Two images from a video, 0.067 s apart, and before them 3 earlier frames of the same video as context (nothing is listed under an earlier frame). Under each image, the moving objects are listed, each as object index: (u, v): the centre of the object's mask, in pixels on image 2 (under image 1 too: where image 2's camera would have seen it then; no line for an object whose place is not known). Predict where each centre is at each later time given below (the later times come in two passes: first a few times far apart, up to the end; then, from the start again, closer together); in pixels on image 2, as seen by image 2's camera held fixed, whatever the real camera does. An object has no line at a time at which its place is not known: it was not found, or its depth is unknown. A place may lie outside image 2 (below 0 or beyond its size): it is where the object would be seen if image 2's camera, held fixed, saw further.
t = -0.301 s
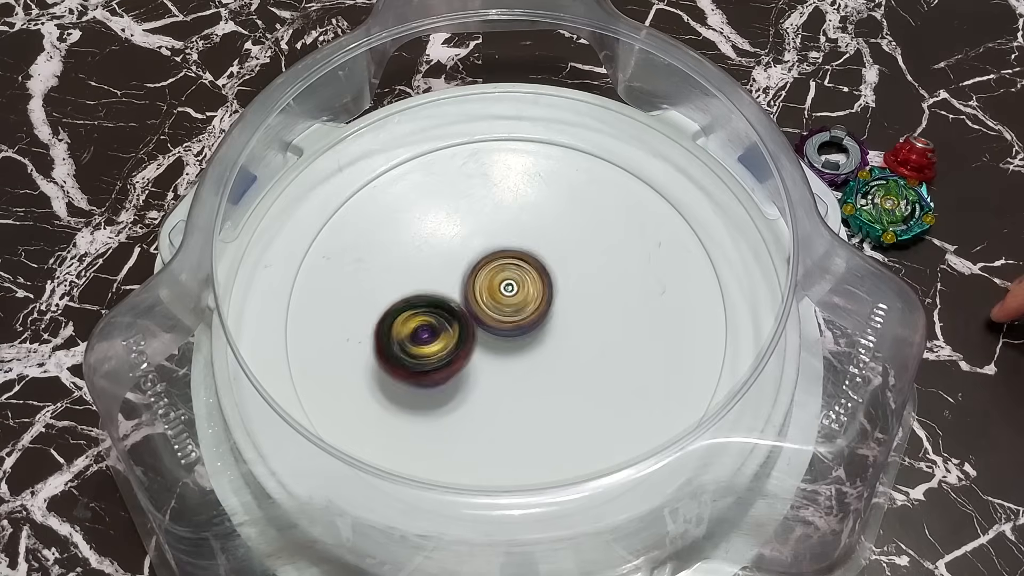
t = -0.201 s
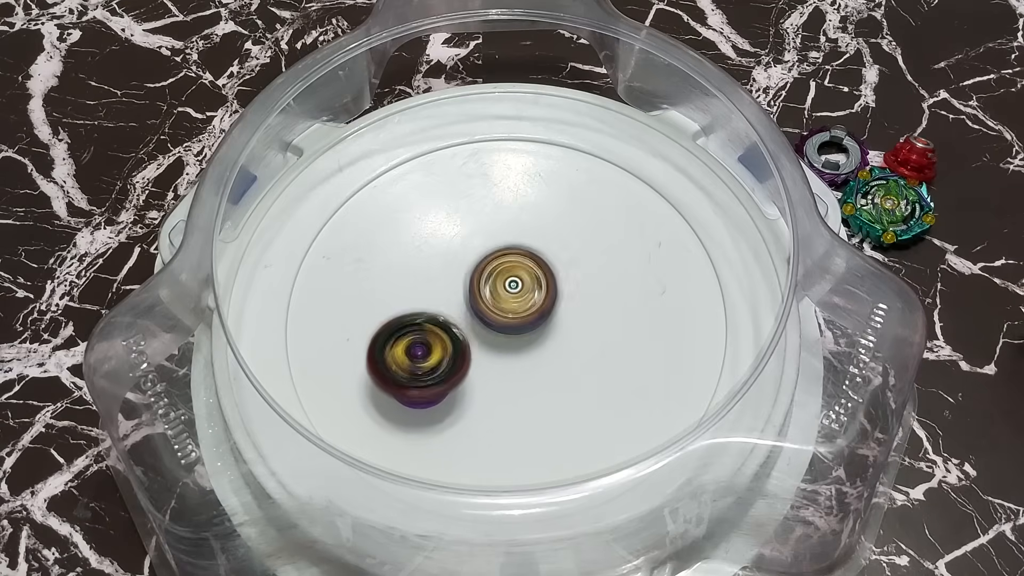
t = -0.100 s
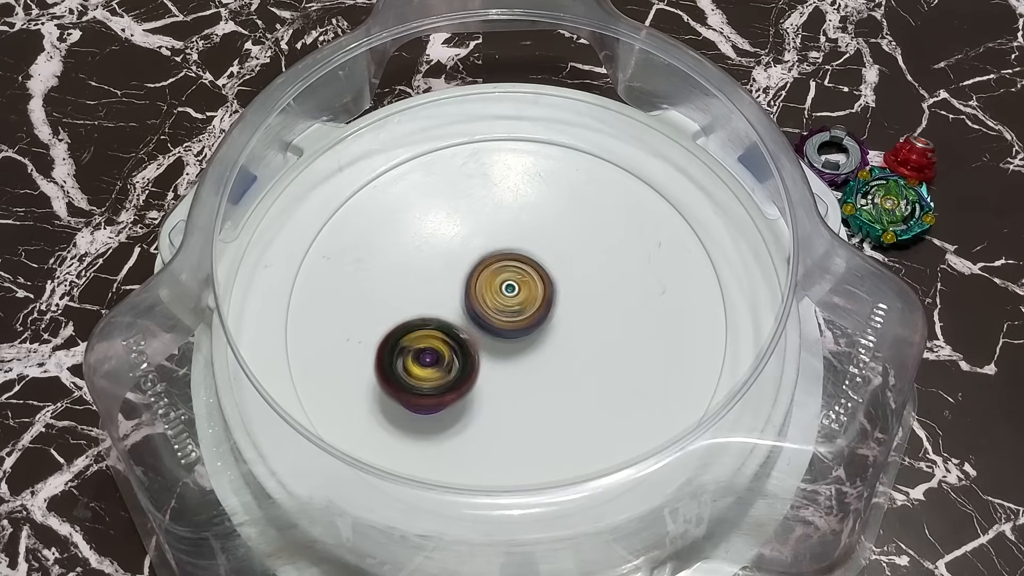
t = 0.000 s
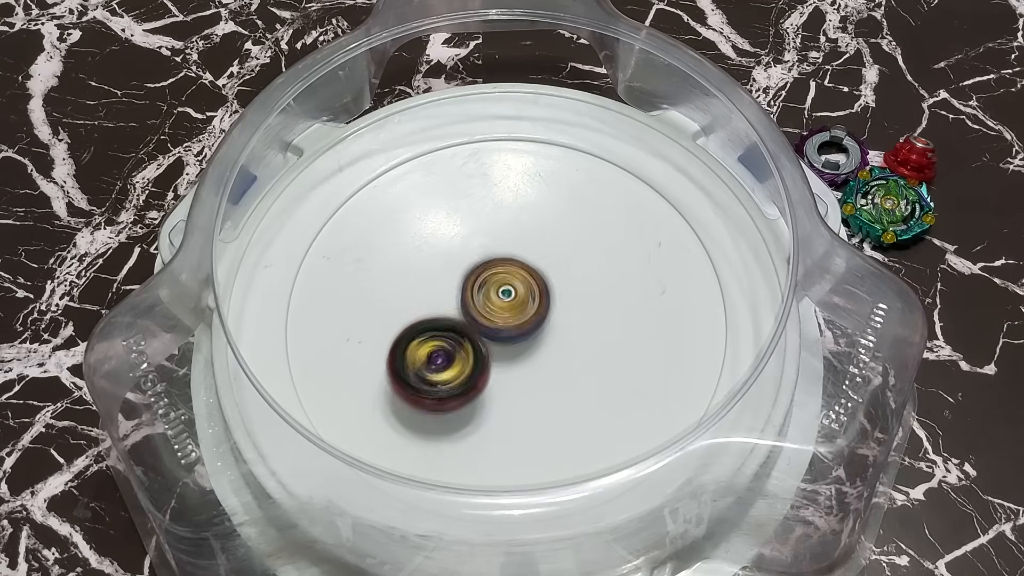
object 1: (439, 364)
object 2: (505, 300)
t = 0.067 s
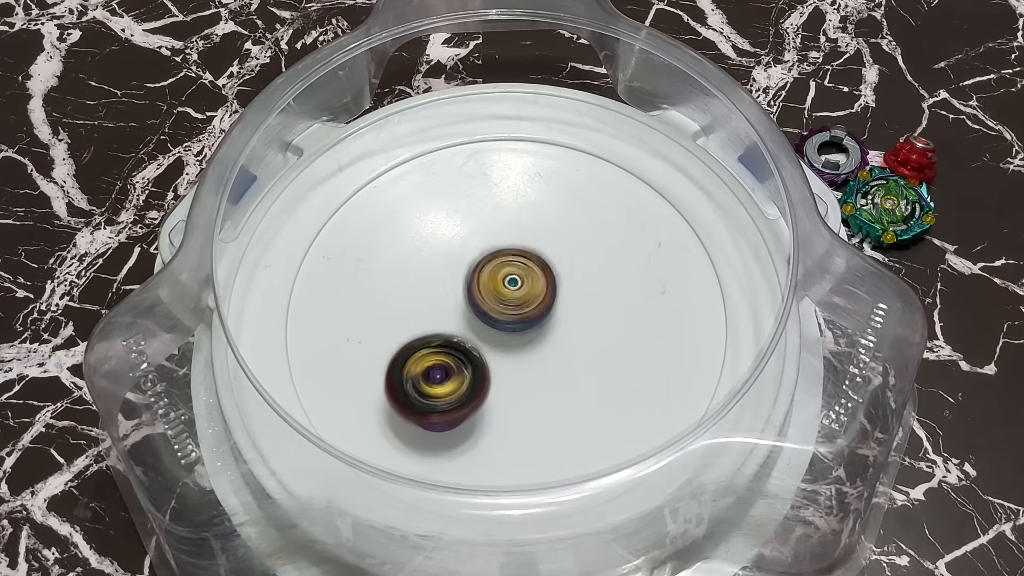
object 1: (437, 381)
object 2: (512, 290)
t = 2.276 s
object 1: (559, 343)
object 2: (488, 285)
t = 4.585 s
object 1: (583, 287)
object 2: (482, 299)
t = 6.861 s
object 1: (566, 280)
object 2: (472, 310)
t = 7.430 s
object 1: (566, 279)
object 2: (471, 315)
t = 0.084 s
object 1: (440, 383)
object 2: (512, 289)
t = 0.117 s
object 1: (444, 387)
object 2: (514, 288)
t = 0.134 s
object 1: (448, 388)
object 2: (515, 289)
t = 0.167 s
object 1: (454, 388)
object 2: (516, 289)
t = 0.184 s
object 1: (457, 388)
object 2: (518, 290)
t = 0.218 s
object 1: (464, 386)
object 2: (518, 292)
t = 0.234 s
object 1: (467, 386)
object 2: (519, 293)
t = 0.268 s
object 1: (476, 381)
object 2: (519, 295)
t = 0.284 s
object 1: (479, 379)
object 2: (519, 297)
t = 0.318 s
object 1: (486, 374)
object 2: (520, 296)
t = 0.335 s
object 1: (483, 378)
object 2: (521, 296)
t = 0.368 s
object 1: (485, 387)
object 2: (523, 292)
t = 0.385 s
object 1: (488, 388)
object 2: (524, 290)
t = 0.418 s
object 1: (491, 392)
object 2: (525, 290)
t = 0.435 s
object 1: (494, 393)
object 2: (525, 290)
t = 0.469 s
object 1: (497, 394)
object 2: (525, 291)
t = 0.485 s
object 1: (499, 394)
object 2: (526, 291)
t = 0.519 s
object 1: (502, 392)
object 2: (526, 292)
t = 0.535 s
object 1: (504, 391)
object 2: (527, 293)
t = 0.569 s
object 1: (507, 388)
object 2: (527, 293)
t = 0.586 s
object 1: (508, 387)
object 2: (527, 294)
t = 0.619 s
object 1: (511, 383)
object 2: (528, 294)
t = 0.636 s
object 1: (511, 380)
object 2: (528, 294)
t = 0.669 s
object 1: (513, 378)
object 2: (528, 291)
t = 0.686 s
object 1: (514, 382)
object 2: (528, 288)
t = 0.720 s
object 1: (516, 386)
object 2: (526, 283)
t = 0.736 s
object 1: (517, 388)
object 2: (527, 281)
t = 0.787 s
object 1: (518, 387)
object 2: (525, 278)
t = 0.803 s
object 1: (519, 386)
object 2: (524, 278)
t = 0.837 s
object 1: (521, 384)
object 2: (523, 278)
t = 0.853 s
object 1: (521, 383)
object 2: (522, 278)
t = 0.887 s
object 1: (523, 380)
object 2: (520, 279)
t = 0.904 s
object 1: (523, 378)
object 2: (520, 279)
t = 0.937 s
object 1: (523, 373)
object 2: (518, 281)
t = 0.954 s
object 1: (523, 370)
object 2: (517, 281)
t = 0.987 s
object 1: (524, 363)
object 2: (515, 280)
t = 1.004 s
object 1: (524, 363)
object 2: (513, 279)
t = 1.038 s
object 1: (528, 362)
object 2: (510, 278)
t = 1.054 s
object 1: (528, 361)
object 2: (509, 277)
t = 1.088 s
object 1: (530, 358)
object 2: (506, 276)
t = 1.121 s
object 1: (531, 354)
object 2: (504, 276)
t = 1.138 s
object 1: (531, 352)
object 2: (503, 277)
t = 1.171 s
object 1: (533, 353)
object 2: (500, 276)
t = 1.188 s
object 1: (536, 354)
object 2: (498, 275)
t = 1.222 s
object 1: (539, 355)
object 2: (497, 275)
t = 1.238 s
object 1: (541, 355)
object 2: (495, 276)
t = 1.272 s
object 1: (543, 356)
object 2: (494, 277)
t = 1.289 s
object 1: (544, 356)
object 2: (493, 279)
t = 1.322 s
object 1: (545, 356)
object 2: (492, 281)
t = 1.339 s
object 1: (545, 356)
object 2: (491, 283)
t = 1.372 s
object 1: (546, 355)
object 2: (491, 284)
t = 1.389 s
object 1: (545, 354)
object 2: (492, 285)
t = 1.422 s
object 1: (545, 355)
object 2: (491, 287)
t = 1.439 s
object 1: (546, 356)
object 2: (492, 287)
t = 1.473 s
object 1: (548, 357)
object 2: (491, 287)
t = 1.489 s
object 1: (549, 357)
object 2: (491, 287)
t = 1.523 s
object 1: (548, 357)
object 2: (490, 289)
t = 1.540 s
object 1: (549, 357)
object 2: (489, 290)
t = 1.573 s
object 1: (550, 360)
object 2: (488, 292)
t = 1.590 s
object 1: (551, 360)
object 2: (487, 292)
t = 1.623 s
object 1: (553, 362)
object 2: (487, 293)
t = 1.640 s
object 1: (555, 362)
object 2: (486, 294)
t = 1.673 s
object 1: (555, 362)
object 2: (488, 296)
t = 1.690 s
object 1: (556, 362)
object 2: (488, 297)
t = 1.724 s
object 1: (556, 361)
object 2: (490, 298)
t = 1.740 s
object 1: (557, 361)
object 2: (490, 299)
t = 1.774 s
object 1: (558, 362)
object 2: (490, 298)
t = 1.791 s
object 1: (559, 364)
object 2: (489, 297)
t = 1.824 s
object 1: (563, 366)
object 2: (487, 295)
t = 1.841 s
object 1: (564, 366)
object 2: (488, 295)
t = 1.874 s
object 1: (567, 367)
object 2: (489, 295)
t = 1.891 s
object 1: (568, 367)
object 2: (490, 295)
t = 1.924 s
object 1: (568, 366)
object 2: (490, 295)
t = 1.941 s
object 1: (568, 365)
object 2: (492, 295)
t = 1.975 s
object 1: (567, 363)
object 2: (492, 295)
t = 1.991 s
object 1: (566, 361)
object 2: (494, 295)
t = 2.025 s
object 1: (563, 358)
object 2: (494, 295)
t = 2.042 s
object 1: (561, 356)
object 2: (495, 294)
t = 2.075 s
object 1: (562, 357)
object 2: (491, 291)
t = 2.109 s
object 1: (564, 358)
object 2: (487, 288)
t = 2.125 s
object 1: (564, 357)
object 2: (487, 286)
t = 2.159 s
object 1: (564, 355)
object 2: (485, 285)
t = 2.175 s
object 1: (564, 353)
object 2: (486, 285)
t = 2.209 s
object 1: (563, 351)
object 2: (485, 285)
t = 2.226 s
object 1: (563, 349)
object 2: (486, 285)
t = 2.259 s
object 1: (559, 345)
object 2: (486, 286)
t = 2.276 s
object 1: (559, 343)
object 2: (488, 285)
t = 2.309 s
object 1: (557, 342)
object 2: (486, 285)
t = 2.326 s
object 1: (558, 341)
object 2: (486, 284)
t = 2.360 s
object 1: (558, 339)
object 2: (485, 283)
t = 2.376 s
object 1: (559, 338)
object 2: (485, 282)
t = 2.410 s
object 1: (558, 337)
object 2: (484, 283)
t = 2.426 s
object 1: (559, 337)
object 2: (484, 282)
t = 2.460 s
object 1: (558, 337)
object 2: (483, 282)
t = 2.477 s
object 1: (559, 336)
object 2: (483, 282)
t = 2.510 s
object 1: (559, 335)
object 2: (484, 283)
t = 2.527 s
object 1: (559, 334)
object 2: (483, 282)
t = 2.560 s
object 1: (557, 334)
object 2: (483, 283)
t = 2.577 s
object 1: (560, 335)
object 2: (483, 282)
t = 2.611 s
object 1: (562, 337)
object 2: (481, 282)
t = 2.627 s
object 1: (564, 337)
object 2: (481, 281)
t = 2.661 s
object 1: (567, 339)
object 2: (480, 282)
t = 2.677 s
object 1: (567, 339)
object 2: (480, 282)
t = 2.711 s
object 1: (568, 339)
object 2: (481, 284)
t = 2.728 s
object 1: (569, 339)
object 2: (481, 284)
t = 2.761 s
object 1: (569, 339)
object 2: (482, 285)
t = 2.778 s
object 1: (568, 338)
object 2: (482, 286)
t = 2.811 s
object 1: (567, 337)
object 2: (483, 287)
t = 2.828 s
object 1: (565, 336)
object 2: (484, 287)
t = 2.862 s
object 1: (567, 336)
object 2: (483, 289)
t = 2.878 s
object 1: (568, 335)
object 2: (481, 289)
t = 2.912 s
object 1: (570, 333)
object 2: (481, 290)
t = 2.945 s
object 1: (571, 331)
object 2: (482, 290)
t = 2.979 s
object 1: (569, 329)
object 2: (484, 292)
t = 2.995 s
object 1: (573, 329)
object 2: (483, 292)
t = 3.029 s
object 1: (579, 331)
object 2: (480, 290)
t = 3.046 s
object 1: (584, 331)
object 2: (479, 290)
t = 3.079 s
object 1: (588, 332)
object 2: (481, 291)
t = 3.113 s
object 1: (593, 332)
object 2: (480, 292)
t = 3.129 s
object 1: (594, 331)
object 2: (481, 292)
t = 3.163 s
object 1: (596, 331)
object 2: (482, 292)
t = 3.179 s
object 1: (595, 330)
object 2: (483, 292)
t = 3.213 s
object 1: (597, 328)
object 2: (484, 292)
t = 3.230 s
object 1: (596, 328)
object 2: (485, 292)
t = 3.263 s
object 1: (595, 326)
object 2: (486, 292)
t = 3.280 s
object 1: (593, 326)
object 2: (488, 293)
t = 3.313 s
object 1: (589, 323)
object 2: (489, 292)
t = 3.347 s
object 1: (584, 321)
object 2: (491, 293)
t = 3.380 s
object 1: (584, 320)
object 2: (488, 292)
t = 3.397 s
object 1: (582, 319)
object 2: (489, 292)
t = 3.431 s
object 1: (586, 318)
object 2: (486, 292)
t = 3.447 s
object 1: (588, 318)
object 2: (484, 291)
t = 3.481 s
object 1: (592, 315)
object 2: (479, 291)
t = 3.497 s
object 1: (592, 314)
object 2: (479, 292)
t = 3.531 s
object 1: (594, 311)
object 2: (479, 291)
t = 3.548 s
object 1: (593, 310)
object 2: (478, 292)
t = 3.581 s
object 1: (594, 308)
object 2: (480, 291)
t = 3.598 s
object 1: (593, 307)
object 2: (480, 291)
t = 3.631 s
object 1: (592, 304)
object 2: (481, 291)
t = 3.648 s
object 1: (590, 304)
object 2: (480, 291)
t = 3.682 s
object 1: (587, 301)
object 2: (480, 291)
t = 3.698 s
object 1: (584, 300)
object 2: (480, 291)
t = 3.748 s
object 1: (582, 297)
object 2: (478, 291)
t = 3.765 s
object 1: (580, 297)
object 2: (477, 292)
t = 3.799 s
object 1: (581, 294)
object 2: (477, 293)
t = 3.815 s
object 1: (580, 294)
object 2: (477, 293)
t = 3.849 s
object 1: (579, 292)
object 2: (478, 293)
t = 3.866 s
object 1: (578, 293)
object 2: (479, 293)
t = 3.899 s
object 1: (578, 292)
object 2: (478, 293)
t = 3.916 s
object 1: (577, 294)
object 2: (477, 293)
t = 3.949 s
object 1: (577, 292)
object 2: (475, 293)
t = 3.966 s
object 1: (580, 292)
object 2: (475, 294)
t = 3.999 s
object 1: (580, 293)
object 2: (476, 294)
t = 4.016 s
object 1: (580, 292)
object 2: (477, 294)
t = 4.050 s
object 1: (580, 293)
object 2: (478, 294)
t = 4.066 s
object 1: (579, 292)
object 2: (479, 294)
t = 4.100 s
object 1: (587, 294)
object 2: (474, 295)
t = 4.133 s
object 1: (593, 293)
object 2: (474, 296)
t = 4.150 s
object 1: (596, 293)
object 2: (475, 296)
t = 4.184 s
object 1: (598, 294)
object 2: (476, 297)
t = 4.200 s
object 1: (599, 294)
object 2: (476, 298)
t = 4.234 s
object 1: (600, 294)
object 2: (477, 297)
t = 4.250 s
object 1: (601, 294)
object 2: (477, 297)
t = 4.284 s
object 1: (599, 294)
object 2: (479, 297)
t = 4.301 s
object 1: (598, 294)
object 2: (479, 298)
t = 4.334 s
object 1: (595, 295)
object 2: (480, 298)
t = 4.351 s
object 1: (592, 295)
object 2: (480, 298)
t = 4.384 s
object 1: (587, 295)
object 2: (483, 298)
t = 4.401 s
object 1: (584, 295)
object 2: (483, 298)
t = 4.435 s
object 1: (587, 293)
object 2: (478, 299)
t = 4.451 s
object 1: (589, 292)
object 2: (477, 299)
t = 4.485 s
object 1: (589, 290)
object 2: (480, 299)
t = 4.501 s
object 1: (589, 290)
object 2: (480, 299)
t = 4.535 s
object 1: (586, 289)
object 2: (480, 300)
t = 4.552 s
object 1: (586, 288)
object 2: (481, 299)
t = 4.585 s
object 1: (583, 287)
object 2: (482, 299)
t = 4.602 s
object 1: (586, 286)
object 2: (481, 300)
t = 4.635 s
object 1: (585, 285)
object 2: (479, 300)
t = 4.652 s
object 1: (585, 283)
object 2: (481, 301)
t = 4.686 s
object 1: (585, 281)
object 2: (483, 300)
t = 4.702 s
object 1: (585, 281)
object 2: (482, 300)
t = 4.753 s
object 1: (584, 279)
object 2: (484, 300)
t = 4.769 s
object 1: (583, 279)
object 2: (484, 301)
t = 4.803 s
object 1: (586, 279)
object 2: (482, 300)
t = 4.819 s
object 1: (584, 279)
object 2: (482, 300)
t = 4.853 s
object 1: (584, 277)
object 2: (485, 301)
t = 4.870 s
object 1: (587, 275)
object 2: (482, 301)
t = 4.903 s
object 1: (593, 274)
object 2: (480, 301)
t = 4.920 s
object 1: (595, 274)
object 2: (480, 301)
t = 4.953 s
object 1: (595, 272)
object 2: (479, 302)
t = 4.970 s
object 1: (596, 271)
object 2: (479, 302)
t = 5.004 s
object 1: (597, 271)
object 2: (480, 301)
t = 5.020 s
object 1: (596, 271)
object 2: (480, 302)
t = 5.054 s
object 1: (595, 271)
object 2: (480, 302)
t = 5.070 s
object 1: (594, 272)
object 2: (480, 302)
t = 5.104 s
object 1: (591, 274)
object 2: (481, 302)
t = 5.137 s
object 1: (586, 276)
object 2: (482, 302)
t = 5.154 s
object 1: (583, 277)
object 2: (482, 302)
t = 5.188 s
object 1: (579, 278)
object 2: (483, 302)
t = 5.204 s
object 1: (578, 279)
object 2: (482, 303)
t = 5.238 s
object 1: (582, 278)
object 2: (478, 306)
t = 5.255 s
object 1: (583, 279)
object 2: (475, 307)
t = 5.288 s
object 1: (583, 277)
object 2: (474, 309)
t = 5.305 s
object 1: (584, 276)
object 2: (475, 309)
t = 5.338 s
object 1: (586, 274)
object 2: (474, 309)
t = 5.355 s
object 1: (587, 273)
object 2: (475, 309)
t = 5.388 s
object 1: (586, 274)
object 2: (476, 309)
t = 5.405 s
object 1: (585, 273)
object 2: (476, 309)
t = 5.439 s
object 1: (584, 272)
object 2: (478, 309)
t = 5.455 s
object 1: (583, 273)
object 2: (478, 308)
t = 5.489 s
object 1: (580, 274)
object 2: (479, 308)
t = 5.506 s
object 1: (578, 275)
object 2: (480, 308)
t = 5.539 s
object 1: (579, 276)
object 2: (477, 308)
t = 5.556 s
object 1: (579, 276)
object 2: (478, 309)
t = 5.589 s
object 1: (576, 278)
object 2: (477, 309)
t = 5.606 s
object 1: (575, 277)
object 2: (476, 309)
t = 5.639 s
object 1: (583, 276)
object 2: (473, 310)
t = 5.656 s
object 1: (583, 276)
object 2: (471, 311)
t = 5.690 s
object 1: (584, 275)
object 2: (471, 312)
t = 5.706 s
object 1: (585, 275)
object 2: (471, 311)
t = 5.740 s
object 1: (586, 275)
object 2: (474, 310)
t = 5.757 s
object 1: (586, 275)
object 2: (474, 310)
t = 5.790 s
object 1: (584, 276)
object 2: (475, 309)
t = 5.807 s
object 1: (583, 277)
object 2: (475, 309)
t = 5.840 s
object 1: (581, 278)
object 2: (474, 309)
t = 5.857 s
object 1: (579, 279)
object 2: (475, 309)
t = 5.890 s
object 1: (575, 281)
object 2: (474, 309)
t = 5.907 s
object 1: (575, 282)
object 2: (474, 309)
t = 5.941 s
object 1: (573, 283)
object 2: (473, 309)
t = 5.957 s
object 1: (573, 283)
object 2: (473, 310)
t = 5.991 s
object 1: (573, 284)
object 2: (474, 311)
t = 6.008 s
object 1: (573, 284)
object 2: (474, 311)
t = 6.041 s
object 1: (574, 284)
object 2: (473, 311)
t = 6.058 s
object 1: (575, 283)
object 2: (473, 311)
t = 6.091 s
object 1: (575, 283)
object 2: (474, 310)
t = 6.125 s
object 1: (575, 282)
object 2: (475, 310)
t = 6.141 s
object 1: (575, 283)
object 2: (476, 309)
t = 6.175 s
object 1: (575, 282)
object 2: (474, 310)
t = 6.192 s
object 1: (579, 282)
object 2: (472, 310)
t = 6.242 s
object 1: (583, 282)
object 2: (470, 311)
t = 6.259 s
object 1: (583, 282)
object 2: (471, 312)
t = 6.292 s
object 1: (586, 280)
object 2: (474, 311)
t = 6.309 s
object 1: (587, 280)
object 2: (474, 310)
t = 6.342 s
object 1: (587, 282)
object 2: (474, 309)
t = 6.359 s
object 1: (585, 282)
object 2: (475, 309)
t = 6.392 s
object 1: (584, 282)
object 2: (475, 309)
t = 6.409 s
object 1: (583, 282)
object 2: (476, 310)
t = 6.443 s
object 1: (581, 283)
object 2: (477, 309)
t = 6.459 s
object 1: (579, 283)
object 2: (478, 308)
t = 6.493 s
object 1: (579, 283)
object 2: (475, 309)
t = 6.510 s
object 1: (584, 283)
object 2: (472, 309)
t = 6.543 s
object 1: (587, 283)
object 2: (468, 313)
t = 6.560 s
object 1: (588, 283)
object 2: (468, 313)
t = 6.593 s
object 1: (587, 281)
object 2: (470, 313)
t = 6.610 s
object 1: (588, 280)
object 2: (471, 313)
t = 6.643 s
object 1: (590, 279)
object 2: (471, 312)
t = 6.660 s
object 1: (589, 280)
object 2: (471, 311)
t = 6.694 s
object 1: (588, 279)
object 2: (470, 310)
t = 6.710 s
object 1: (587, 279)
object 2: (470, 311)
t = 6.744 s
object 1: (583, 280)
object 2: (470, 311)
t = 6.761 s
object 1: (582, 279)
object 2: (471, 311)
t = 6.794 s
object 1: (578, 280)
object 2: (472, 311)
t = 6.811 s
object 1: (575, 281)
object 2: (473, 311)
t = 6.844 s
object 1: (569, 280)
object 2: (472, 310)
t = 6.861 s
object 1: (566, 280)
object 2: (472, 310)
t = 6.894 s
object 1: (570, 278)
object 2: (468, 312)
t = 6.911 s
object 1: (569, 277)
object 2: (467, 313)
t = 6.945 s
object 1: (569, 273)
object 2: (469, 316)
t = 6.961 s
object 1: (569, 272)
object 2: (470, 316)
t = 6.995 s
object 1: (568, 270)
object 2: (473, 315)
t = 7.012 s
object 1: (568, 270)
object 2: (473, 314)
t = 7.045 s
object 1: (566, 269)
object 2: (475, 313)
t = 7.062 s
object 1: (566, 268)
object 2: (473, 313)
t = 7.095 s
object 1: (574, 267)
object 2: (469, 315)
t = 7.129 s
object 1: (574, 269)
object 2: (471, 315)
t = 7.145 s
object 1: (572, 269)
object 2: (470, 315)
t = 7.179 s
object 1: (572, 266)
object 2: (472, 313)
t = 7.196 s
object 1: (573, 265)
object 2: (471, 313)
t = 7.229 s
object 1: (575, 266)
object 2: (471, 312)
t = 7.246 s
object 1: (576, 267)
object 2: (471, 312)
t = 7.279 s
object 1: (574, 270)
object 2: (471, 313)
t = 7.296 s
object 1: (572, 271)
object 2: (473, 312)
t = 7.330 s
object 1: (569, 272)
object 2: (473, 311)
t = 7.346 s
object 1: (571, 273)
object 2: (471, 312)
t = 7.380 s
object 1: (573, 276)
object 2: (470, 312)
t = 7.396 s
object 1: (571, 278)
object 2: (470, 313)
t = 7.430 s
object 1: (566, 279)
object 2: (471, 315)
